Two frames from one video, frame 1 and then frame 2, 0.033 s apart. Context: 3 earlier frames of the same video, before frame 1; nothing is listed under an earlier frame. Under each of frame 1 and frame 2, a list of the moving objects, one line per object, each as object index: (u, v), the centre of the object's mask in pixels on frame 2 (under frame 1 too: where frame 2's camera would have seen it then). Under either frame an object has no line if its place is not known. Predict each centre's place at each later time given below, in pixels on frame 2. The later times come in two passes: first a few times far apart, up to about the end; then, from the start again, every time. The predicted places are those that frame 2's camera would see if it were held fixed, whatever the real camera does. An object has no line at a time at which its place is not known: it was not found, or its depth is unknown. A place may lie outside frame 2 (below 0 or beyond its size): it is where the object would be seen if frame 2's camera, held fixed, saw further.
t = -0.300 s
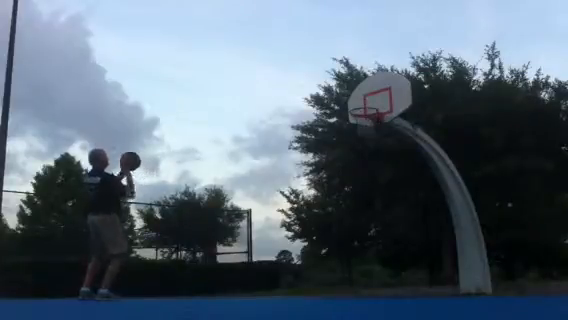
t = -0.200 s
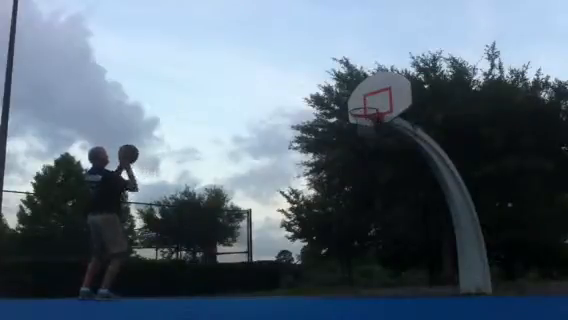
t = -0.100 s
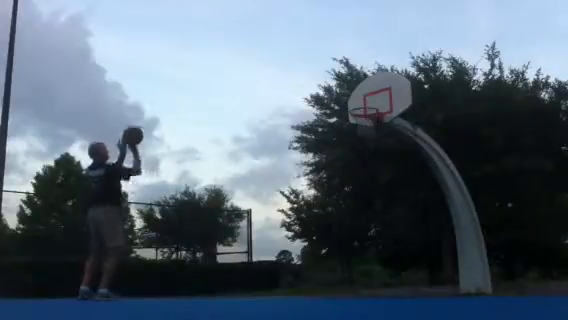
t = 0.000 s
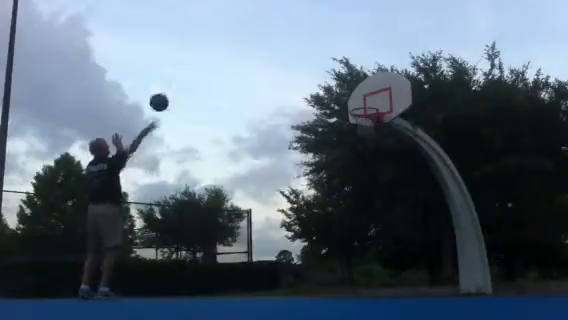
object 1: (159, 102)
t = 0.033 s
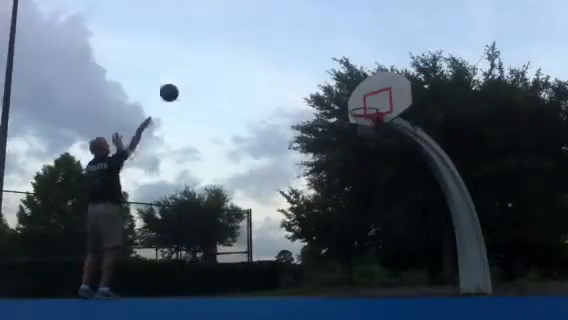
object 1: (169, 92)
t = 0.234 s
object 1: (223, 53)
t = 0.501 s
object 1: (284, 46)
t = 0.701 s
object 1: (325, 67)
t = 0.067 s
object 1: (178, 83)
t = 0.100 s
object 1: (188, 76)
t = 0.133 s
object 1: (197, 69)
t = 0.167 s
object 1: (206, 63)
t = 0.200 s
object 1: (214, 58)
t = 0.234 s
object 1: (223, 53)
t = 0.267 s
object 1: (231, 50)
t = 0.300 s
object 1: (239, 47)
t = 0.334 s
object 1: (247, 45)
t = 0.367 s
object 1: (255, 44)
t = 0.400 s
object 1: (262, 43)
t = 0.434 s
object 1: (270, 43)
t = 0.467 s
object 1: (277, 44)
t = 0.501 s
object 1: (284, 46)
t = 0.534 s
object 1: (291, 47)
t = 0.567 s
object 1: (298, 50)
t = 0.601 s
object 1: (305, 53)
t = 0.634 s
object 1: (311, 57)
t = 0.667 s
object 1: (318, 61)
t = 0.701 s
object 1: (325, 67)
